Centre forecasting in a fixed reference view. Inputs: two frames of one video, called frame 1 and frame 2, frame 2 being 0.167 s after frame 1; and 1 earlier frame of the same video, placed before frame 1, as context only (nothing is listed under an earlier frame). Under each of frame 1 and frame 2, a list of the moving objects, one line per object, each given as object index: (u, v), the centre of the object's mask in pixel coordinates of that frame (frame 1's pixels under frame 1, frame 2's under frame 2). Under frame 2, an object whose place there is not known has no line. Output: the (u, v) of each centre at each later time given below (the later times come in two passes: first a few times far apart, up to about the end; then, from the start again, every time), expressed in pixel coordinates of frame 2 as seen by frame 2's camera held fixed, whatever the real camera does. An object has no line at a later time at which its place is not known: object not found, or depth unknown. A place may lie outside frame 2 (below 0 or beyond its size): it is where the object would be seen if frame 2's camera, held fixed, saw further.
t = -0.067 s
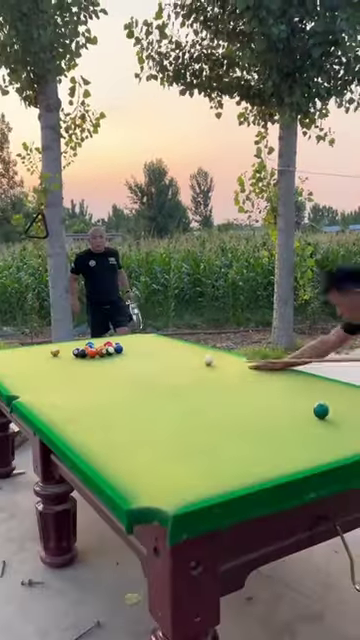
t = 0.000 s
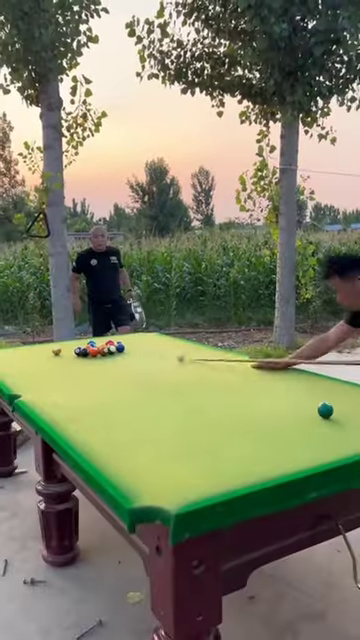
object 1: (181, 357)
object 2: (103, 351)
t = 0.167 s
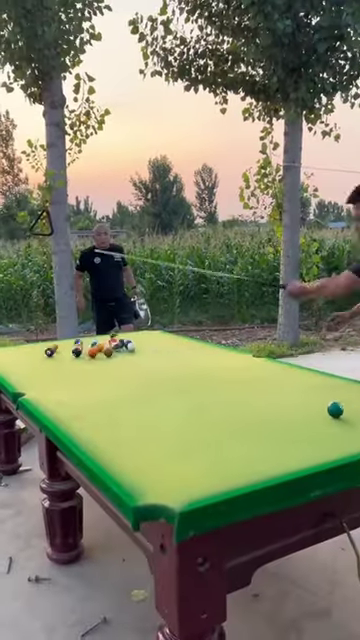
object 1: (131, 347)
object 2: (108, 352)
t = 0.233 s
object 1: (138, 347)
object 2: (109, 354)
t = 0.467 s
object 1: (162, 346)
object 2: (112, 358)
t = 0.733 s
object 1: (186, 345)
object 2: (114, 363)
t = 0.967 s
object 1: (206, 343)
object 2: (117, 368)
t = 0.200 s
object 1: (134, 346)
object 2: (108, 352)
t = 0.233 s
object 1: (138, 347)
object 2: (109, 354)
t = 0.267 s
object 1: (142, 346)
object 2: (109, 354)
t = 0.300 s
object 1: (144, 347)
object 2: (109, 354)
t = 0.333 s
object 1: (149, 347)
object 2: (110, 355)
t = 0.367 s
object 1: (152, 346)
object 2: (110, 356)
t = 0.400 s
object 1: (155, 346)
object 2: (111, 356)
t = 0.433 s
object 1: (159, 346)
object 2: (111, 357)
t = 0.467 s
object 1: (162, 346)
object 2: (112, 358)
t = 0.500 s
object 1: (165, 346)
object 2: (112, 359)
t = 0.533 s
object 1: (168, 345)
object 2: (112, 359)
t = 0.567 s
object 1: (171, 345)
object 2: (113, 360)
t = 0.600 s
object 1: (175, 345)
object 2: (113, 360)
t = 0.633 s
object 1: (177, 345)
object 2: (113, 361)
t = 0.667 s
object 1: (180, 345)
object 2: (114, 362)
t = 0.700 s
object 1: (183, 345)
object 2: (114, 362)
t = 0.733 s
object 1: (186, 345)
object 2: (114, 363)
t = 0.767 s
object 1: (189, 345)
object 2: (115, 364)
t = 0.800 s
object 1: (191, 344)
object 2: (115, 365)
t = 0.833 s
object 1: (195, 343)
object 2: (115, 365)
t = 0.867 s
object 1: (198, 344)
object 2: (116, 366)
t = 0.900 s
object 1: (200, 343)
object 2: (116, 367)
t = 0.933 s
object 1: (203, 343)
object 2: (117, 367)
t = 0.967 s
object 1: (206, 343)
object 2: (117, 368)
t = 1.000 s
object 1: (209, 343)
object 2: (117, 369)
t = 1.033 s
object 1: (211, 342)
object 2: (118, 370)
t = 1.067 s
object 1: (214, 343)
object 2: (118, 370)
